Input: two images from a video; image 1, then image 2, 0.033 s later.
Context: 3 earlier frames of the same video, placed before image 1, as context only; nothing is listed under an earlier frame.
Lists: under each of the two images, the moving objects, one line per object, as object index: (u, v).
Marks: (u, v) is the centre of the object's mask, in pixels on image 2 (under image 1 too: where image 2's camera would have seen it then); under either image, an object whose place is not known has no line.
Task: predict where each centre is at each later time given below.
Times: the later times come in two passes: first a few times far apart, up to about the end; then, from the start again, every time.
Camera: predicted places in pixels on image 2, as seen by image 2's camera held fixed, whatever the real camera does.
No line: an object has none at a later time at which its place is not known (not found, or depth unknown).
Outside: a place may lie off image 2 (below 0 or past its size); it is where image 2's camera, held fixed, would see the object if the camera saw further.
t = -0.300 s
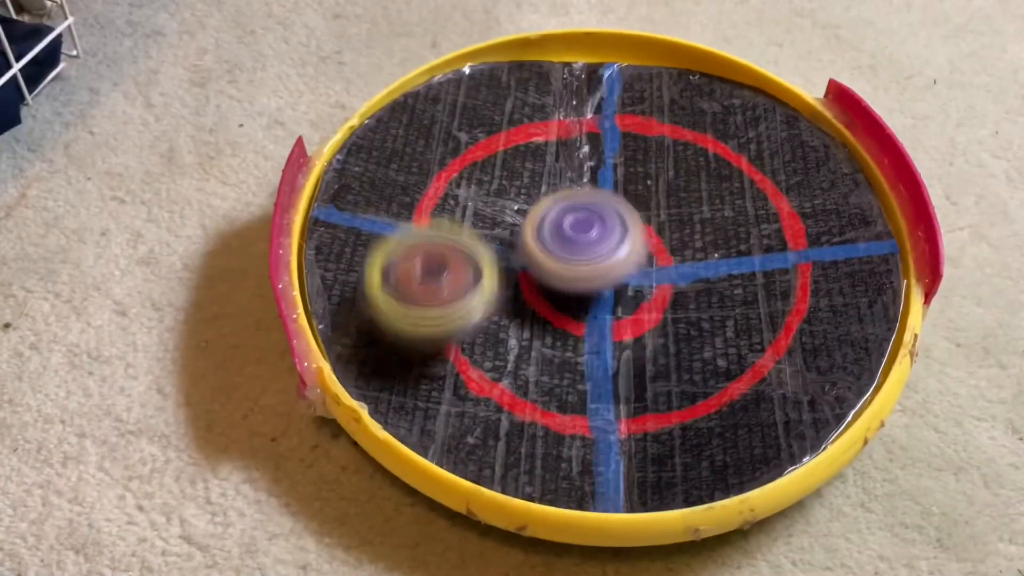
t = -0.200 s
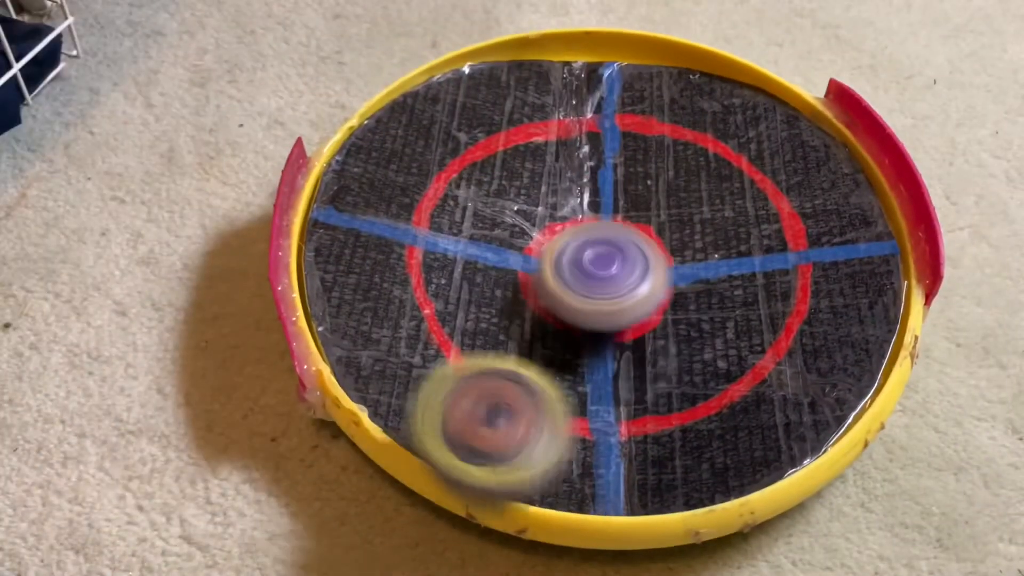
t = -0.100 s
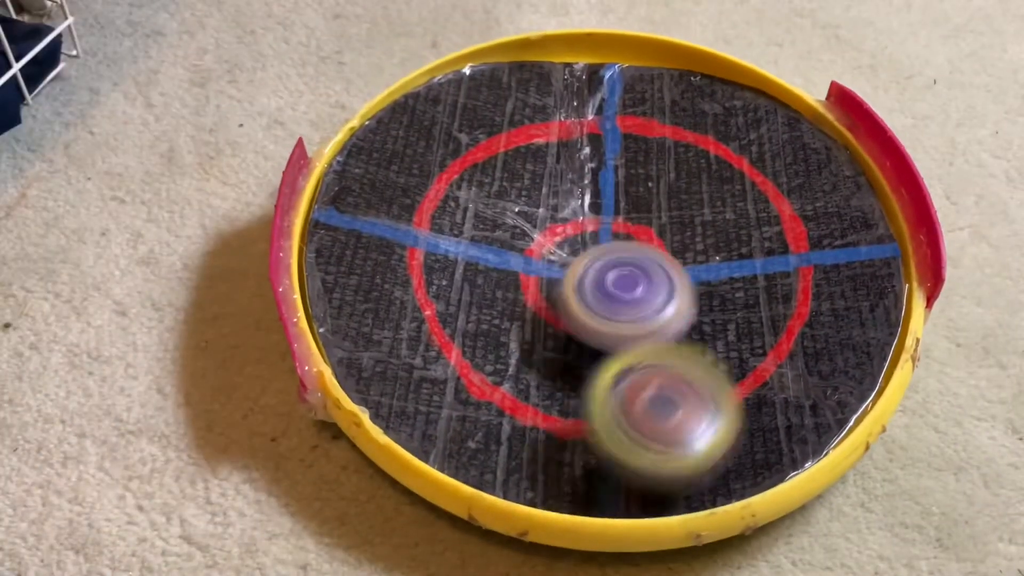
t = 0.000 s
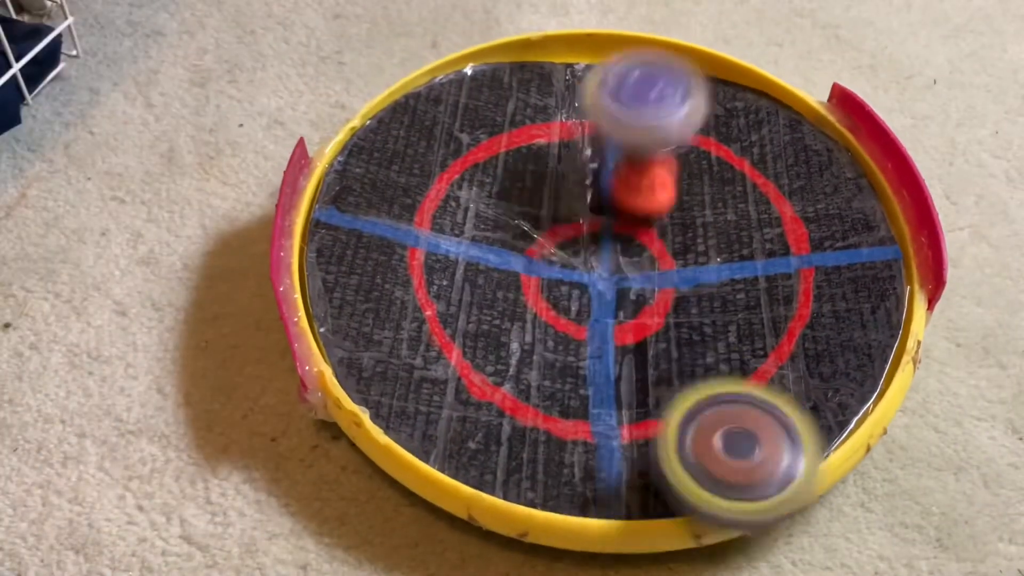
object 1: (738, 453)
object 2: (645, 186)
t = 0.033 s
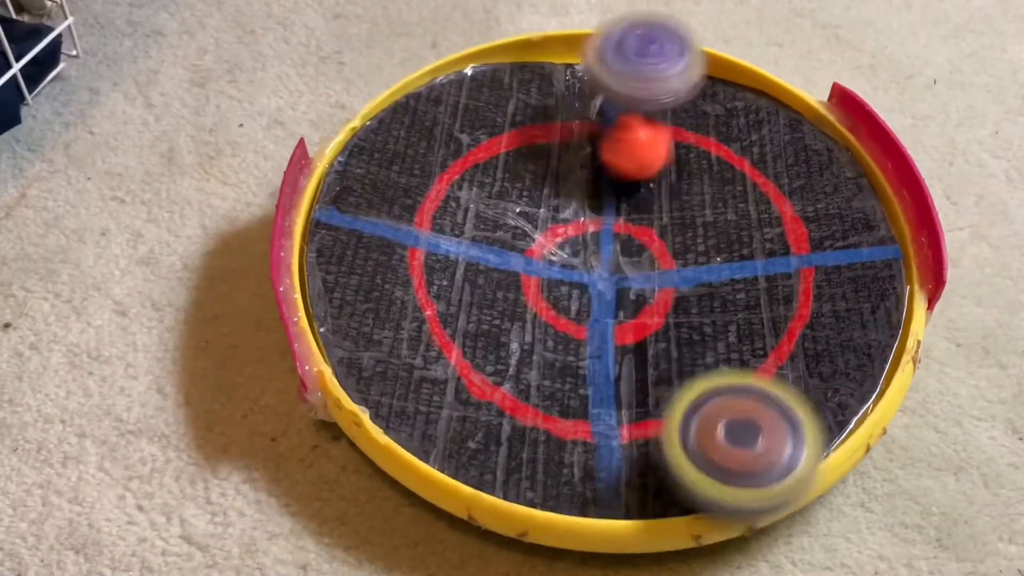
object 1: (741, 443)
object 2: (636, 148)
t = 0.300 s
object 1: (666, 189)
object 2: (534, 270)
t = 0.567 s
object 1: (451, 229)
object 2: (699, 376)
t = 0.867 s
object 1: (642, 400)
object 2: (586, 244)
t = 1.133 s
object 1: (574, 108)
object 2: (536, 218)
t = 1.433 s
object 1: (465, 193)
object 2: (646, 244)
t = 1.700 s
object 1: (711, 227)
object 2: (588, 228)
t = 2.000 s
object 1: (638, 47)
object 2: (599, 274)
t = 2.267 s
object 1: (546, 211)
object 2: (660, 295)
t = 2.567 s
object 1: (730, 242)
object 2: (773, 401)
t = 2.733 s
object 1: (632, 153)
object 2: (653, 318)
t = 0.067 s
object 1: (749, 417)
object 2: (609, 137)
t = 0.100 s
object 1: (759, 382)
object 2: (580, 127)
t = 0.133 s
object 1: (767, 351)
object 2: (546, 135)
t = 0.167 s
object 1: (770, 314)
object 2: (528, 153)
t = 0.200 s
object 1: (758, 278)
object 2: (514, 180)
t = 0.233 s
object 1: (735, 245)
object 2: (507, 212)
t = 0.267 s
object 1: (705, 213)
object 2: (515, 236)
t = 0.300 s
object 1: (666, 189)
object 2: (534, 270)
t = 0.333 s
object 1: (620, 172)
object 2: (558, 313)
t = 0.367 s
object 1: (572, 160)
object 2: (574, 341)
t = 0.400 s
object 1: (530, 153)
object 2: (595, 358)
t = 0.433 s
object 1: (498, 157)
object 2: (617, 376)
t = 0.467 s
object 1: (479, 165)
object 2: (638, 391)
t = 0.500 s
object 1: (465, 178)
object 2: (659, 391)
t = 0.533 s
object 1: (456, 197)
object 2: (681, 386)
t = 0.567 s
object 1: (451, 229)
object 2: (699, 376)
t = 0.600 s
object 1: (448, 265)
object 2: (712, 364)
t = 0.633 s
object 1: (446, 304)
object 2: (714, 352)
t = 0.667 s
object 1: (448, 344)
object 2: (710, 336)
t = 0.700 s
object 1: (459, 385)
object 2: (698, 320)
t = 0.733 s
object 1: (486, 418)
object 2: (684, 303)
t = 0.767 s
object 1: (525, 432)
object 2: (665, 287)
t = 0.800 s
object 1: (570, 438)
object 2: (642, 270)
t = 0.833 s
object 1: (610, 424)
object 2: (613, 255)
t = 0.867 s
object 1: (642, 400)
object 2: (586, 244)
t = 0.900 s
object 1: (664, 363)
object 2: (563, 231)
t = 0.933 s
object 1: (672, 320)
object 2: (540, 223)
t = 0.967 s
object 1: (674, 280)
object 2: (523, 221)
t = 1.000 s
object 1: (667, 236)
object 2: (519, 220)
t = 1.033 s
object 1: (652, 193)
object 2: (519, 223)
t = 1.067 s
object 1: (627, 159)
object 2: (521, 223)
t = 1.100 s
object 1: (600, 128)
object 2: (527, 220)
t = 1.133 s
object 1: (574, 108)
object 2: (536, 218)
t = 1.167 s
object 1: (551, 90)
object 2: (539, 217)
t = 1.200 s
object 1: (532, 83)
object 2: (539, 222)
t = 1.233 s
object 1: (513, 83)
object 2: (539, 232)
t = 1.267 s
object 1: (494, 86)
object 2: (545, 239)
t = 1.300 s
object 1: (477, 96)
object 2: (566, 244)
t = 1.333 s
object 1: (466, 111)
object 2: (596, 255)
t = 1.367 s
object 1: (461, 131)
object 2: (621, 251)
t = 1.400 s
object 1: (460, 159)
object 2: (638, 248)
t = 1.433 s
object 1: (465, 193)
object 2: (646, 244)
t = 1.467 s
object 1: (483, 226)
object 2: (644, 229)
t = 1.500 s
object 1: (509, 256)
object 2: (647, 220)
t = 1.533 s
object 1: (547, 279)
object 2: (646, 211)
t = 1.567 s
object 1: (591, 292)
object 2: (644, 215)
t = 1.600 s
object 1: (633, 294)
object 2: (636, 209)
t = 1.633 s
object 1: (669, 281)
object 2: (619, 212)
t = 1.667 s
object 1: (694, 260)
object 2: (607, 219)
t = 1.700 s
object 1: (711, 227)
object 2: (588, 228)
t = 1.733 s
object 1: (719, 198)
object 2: (576, 237)
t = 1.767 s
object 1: (721, 161)
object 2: (561, 238)
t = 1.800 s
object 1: (716, 127)
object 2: (560, 243)
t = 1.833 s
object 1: (709, 102)
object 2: (553, 251)
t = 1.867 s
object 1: (704, 76)
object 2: (556, 257)
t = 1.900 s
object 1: (697, 49)
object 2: (560, 266)
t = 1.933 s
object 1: (683, 40)
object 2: (573, 269)
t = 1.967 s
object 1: (662, 44)
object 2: (587, 275)
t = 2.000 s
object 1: (638, 47)
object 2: (599, 274)
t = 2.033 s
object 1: (616, 53)
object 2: (614, 264)
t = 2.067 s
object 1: (596, 67)
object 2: (620, 258)
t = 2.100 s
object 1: (580, 85)
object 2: (622, 248)
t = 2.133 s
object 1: (565, 102)
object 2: (621, 235)
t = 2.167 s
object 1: (554, 121)
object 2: (618, 228)
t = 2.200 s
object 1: (549, 149)
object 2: (607, 224)
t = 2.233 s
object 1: (541, 179)
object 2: (634, 267)
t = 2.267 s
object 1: (546, 211)
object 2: (660, 295)
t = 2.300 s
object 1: (560, 245)
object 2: (687, 343)
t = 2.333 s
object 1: (583, 277)
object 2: (717, 372)
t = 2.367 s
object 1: (612, 301)
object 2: (747, 396)
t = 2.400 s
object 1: (645, 316)
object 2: (770, 409)
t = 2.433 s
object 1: (672, 317)
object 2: (787, 420)
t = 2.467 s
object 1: (694, 307)
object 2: (794, 422)
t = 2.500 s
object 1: (712, 291)
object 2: (794, 418)
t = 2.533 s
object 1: (726, 268)
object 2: (787, 411)
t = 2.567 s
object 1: (730, 242)
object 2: (773, 401)
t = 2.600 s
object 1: (725, 219)
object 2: (755, 383)
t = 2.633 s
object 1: (716, 195)
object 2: (732, 363)
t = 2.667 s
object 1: (694, 175)
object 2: (710, 347)
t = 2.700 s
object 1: (664, 161)
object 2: (682, 328)
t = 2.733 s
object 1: (632, 153)
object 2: (653, 318)
